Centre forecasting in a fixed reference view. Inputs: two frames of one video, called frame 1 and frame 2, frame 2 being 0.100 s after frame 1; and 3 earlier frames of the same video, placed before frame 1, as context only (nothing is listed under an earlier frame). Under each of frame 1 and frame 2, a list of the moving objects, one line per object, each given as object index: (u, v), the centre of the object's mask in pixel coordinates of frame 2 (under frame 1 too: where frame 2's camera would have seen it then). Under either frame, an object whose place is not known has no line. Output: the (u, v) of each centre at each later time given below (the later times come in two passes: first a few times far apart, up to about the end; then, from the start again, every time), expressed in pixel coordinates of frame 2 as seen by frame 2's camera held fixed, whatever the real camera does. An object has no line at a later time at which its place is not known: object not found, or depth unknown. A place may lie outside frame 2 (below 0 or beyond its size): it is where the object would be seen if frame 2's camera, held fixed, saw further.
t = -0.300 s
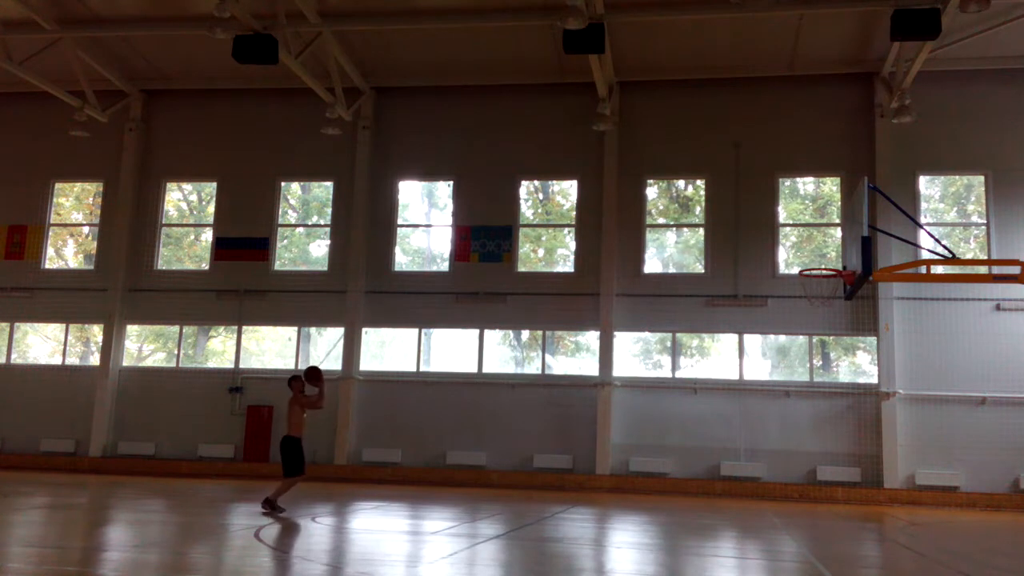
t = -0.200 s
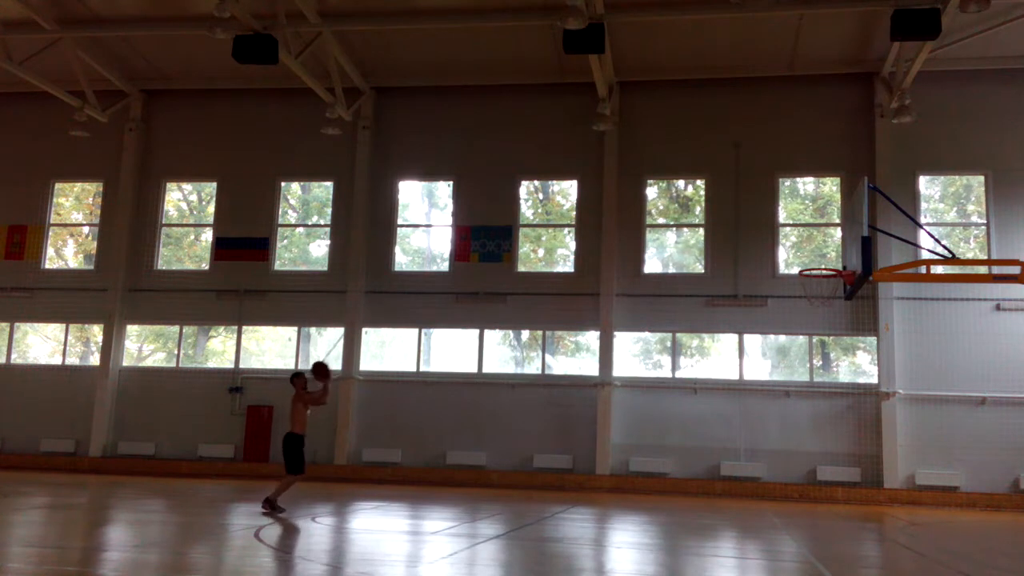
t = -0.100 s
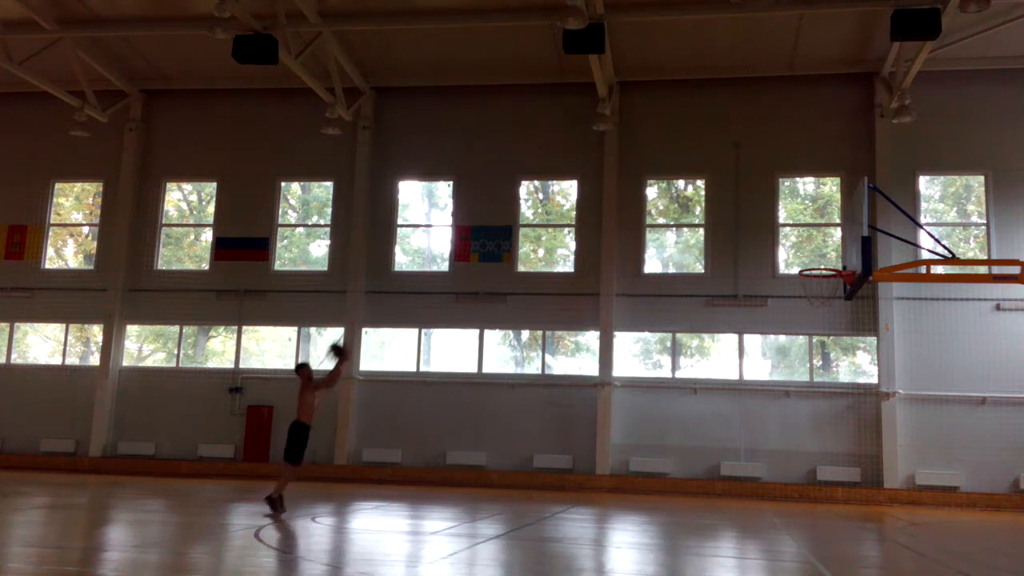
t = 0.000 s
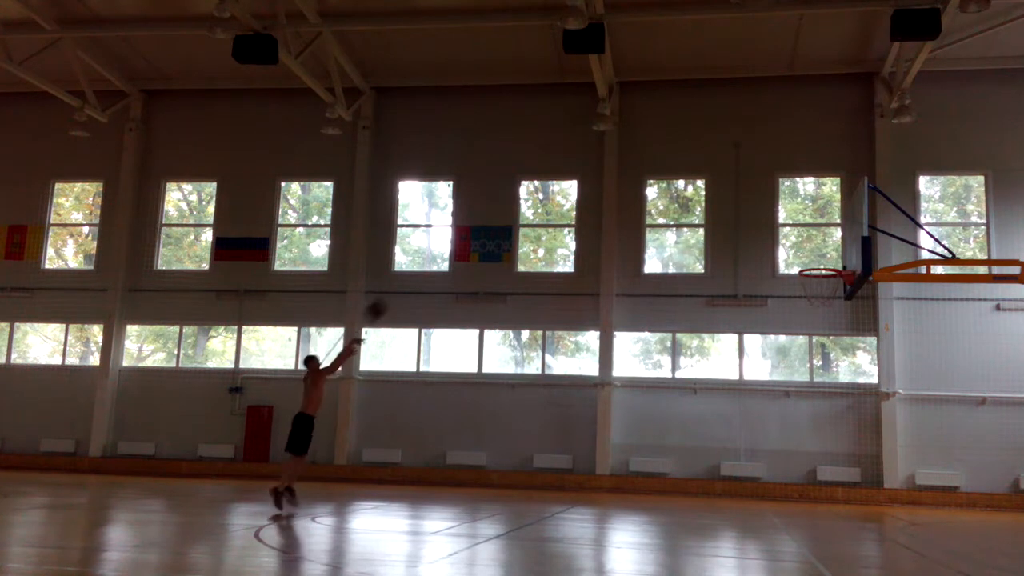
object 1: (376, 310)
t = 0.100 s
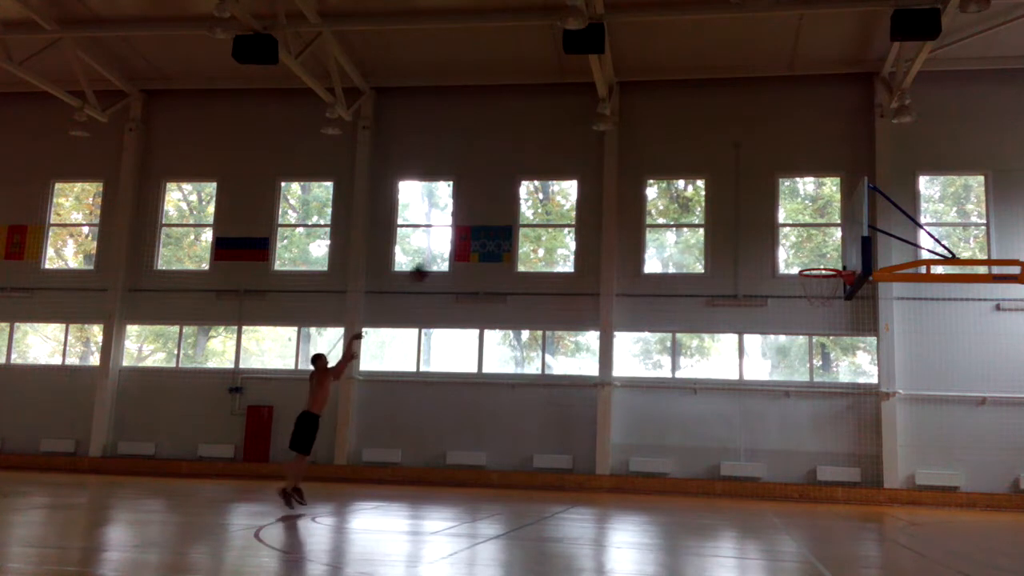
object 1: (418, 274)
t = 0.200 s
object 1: (462, 237)
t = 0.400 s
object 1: (548, 202)
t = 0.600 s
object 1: (634, 191)
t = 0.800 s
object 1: (721, 209)
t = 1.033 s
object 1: (828, 272)
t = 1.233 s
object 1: (783, 357)
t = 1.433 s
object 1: (735, 485)
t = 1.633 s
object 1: (686, 462)
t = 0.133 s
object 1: (432, 262)
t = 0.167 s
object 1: (449, 252)
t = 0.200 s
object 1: (462, 237)
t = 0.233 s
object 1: (477, 232)
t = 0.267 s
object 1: (491, 223)
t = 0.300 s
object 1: (505, 217)
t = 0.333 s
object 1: (518, 213)
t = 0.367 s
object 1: (534, 206)
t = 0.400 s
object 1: (548, 202)
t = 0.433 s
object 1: (562, 198)
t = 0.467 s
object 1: (579, 195)
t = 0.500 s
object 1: (591, 193)
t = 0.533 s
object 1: (604, 191)
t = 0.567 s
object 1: (619, 190)
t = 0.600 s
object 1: (634, 191)
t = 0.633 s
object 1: (645, 191)
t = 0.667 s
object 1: (663, 193)
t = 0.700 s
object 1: (677, 196)
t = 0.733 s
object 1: (690, 200)
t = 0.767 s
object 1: (708, 204)
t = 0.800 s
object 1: (721, 209)
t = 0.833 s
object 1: (736, 216)
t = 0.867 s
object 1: (751, 222)
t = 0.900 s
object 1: (766, 231)
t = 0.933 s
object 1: (779, 238)
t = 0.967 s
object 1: (797, 249)
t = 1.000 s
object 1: (813, 260)
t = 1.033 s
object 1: (828, 272)
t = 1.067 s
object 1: (825, 284)
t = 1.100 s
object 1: (816, 298)
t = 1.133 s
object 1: (807, 312)
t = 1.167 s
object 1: (800, 325)
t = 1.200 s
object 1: (791, 340)
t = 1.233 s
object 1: (783, 357)
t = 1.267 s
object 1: (774, 378)
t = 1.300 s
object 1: (767, 396)
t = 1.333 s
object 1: (759, 416)
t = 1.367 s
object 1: (751, 437)
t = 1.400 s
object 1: (744, 458)
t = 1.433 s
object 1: (735, 485)
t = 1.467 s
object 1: (727, 509)
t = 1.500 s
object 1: (720, 523)
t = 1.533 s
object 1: (711, 507)
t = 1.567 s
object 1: (703, 491)
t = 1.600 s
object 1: (694, 475)
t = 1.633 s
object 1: (686, 462)
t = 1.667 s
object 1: (678, 449)
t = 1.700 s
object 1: (670, 438)
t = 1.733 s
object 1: (662, 428)
